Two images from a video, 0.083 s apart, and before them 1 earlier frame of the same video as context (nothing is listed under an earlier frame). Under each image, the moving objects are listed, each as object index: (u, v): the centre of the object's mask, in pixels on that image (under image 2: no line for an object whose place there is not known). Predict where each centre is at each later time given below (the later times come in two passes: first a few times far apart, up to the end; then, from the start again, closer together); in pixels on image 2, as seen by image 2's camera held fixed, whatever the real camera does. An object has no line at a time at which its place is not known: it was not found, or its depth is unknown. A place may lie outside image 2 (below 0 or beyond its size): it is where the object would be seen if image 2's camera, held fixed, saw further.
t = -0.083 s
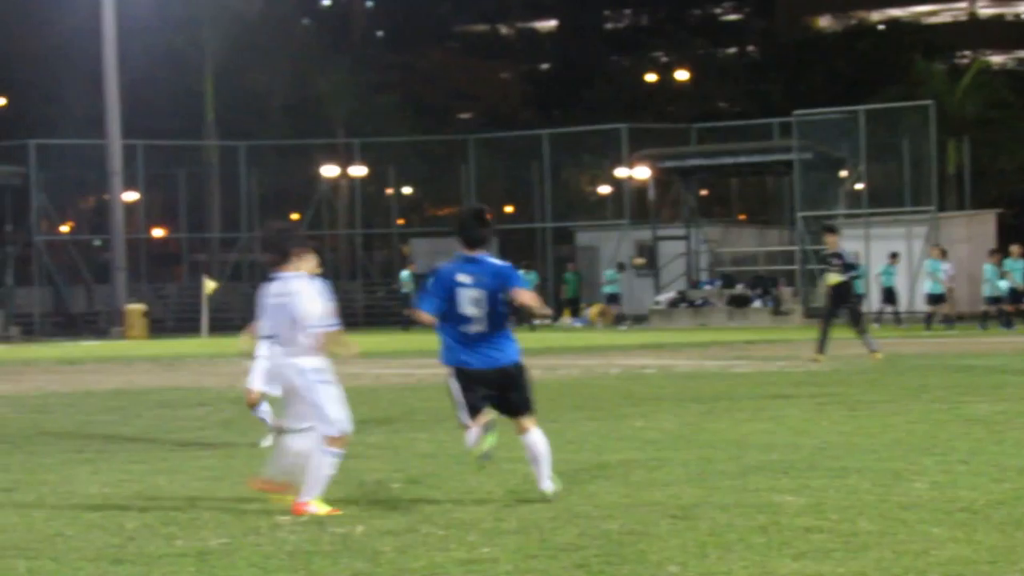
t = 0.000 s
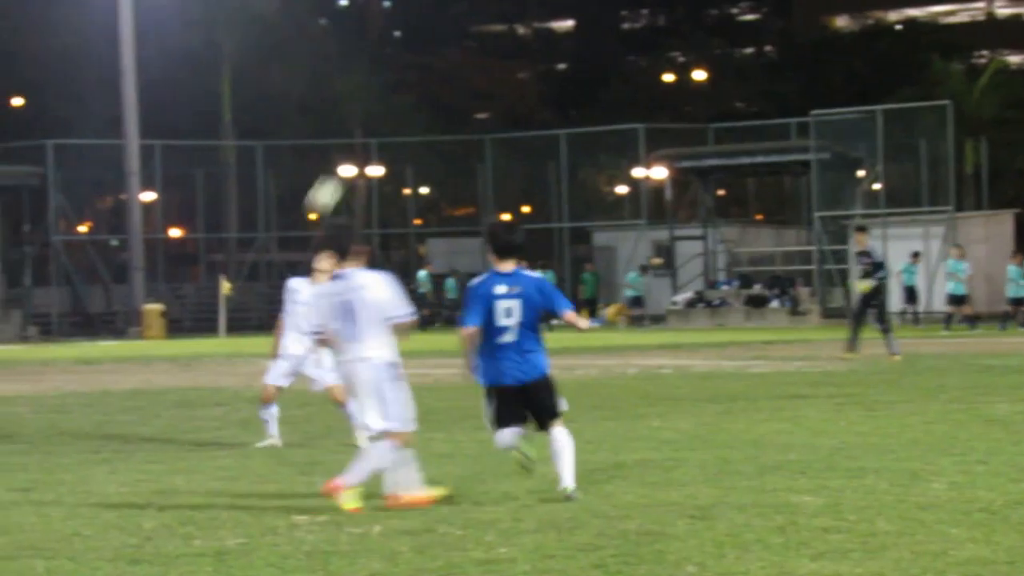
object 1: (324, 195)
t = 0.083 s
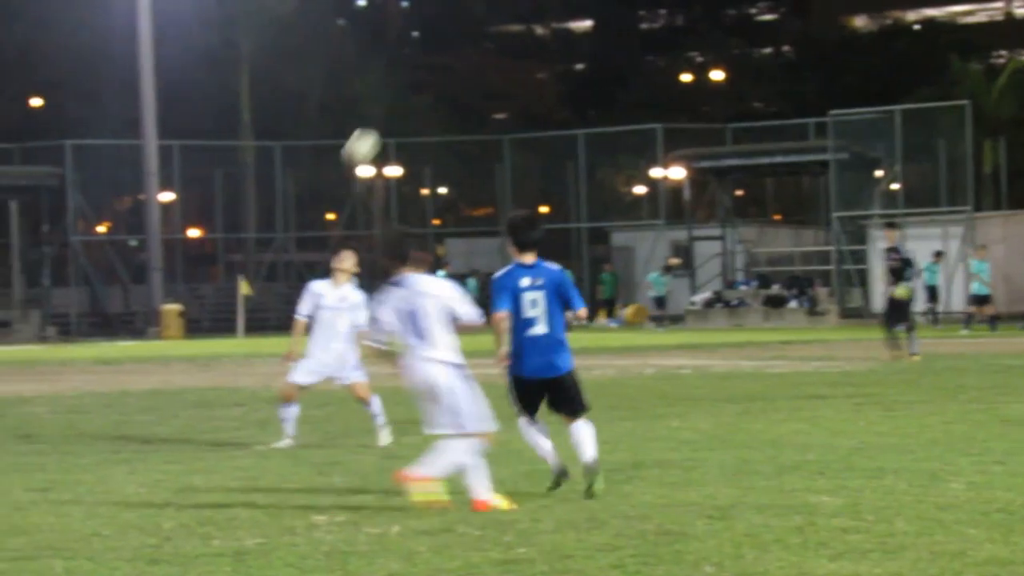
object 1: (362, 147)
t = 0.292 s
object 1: (412, 63)
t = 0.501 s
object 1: (471, 35)
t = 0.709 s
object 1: (534, 61)
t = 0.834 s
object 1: (571, 107)
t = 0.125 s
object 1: (371, 126)
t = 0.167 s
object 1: (381, 107)
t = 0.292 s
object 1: (412, 63)
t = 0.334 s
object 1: (424, 53)
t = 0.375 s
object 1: (435, 44)
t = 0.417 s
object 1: (448, 39)
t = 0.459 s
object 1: (459, 35)
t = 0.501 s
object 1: (471, 35)
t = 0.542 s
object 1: (484, 35)
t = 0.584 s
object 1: (497, 38)
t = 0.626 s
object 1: (509, 44)
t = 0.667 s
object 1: (520, 52)
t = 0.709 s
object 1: (534, 61)
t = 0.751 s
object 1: (547, 74)
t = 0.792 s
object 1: (558, 89)
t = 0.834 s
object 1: (571, 107)
